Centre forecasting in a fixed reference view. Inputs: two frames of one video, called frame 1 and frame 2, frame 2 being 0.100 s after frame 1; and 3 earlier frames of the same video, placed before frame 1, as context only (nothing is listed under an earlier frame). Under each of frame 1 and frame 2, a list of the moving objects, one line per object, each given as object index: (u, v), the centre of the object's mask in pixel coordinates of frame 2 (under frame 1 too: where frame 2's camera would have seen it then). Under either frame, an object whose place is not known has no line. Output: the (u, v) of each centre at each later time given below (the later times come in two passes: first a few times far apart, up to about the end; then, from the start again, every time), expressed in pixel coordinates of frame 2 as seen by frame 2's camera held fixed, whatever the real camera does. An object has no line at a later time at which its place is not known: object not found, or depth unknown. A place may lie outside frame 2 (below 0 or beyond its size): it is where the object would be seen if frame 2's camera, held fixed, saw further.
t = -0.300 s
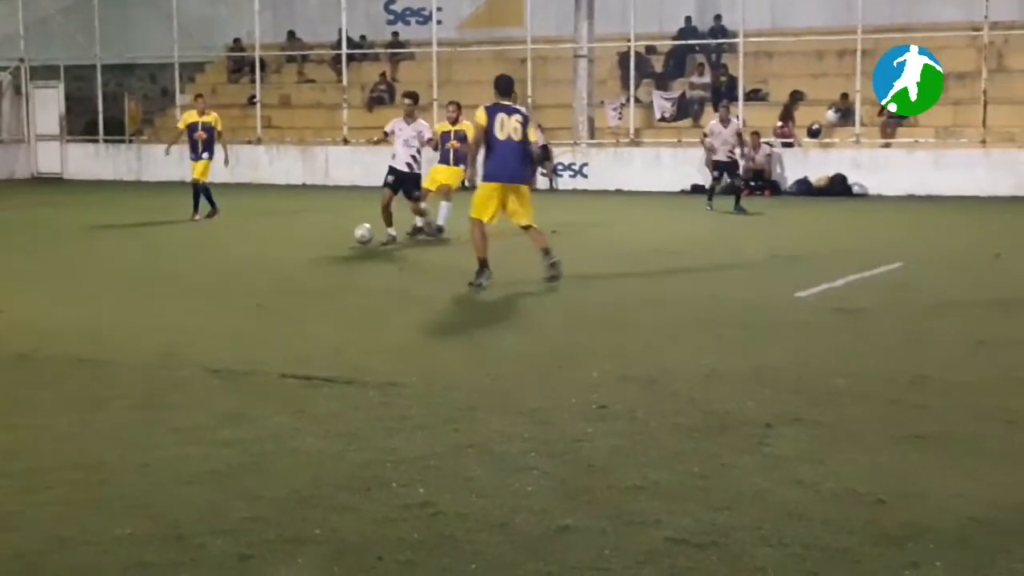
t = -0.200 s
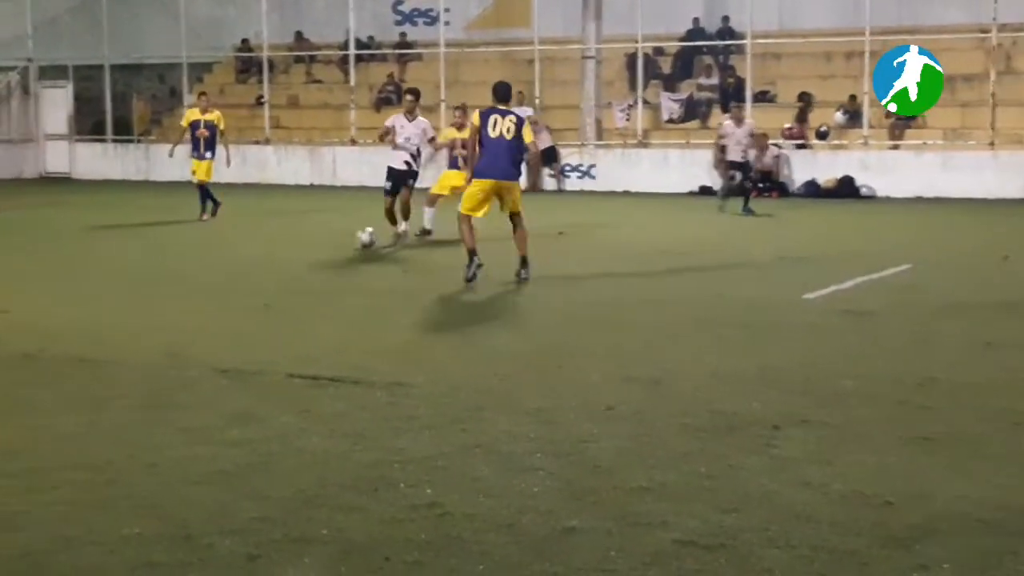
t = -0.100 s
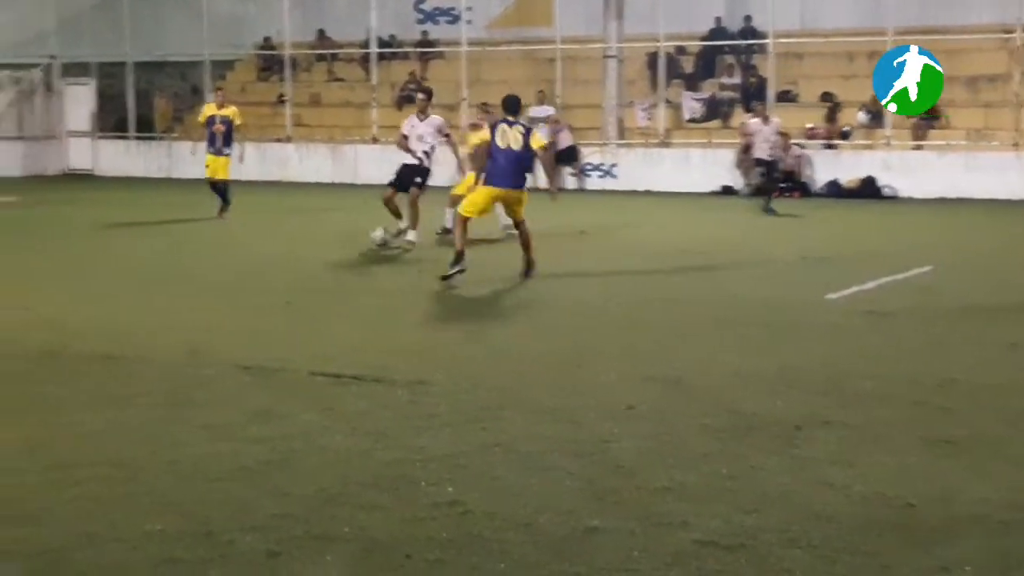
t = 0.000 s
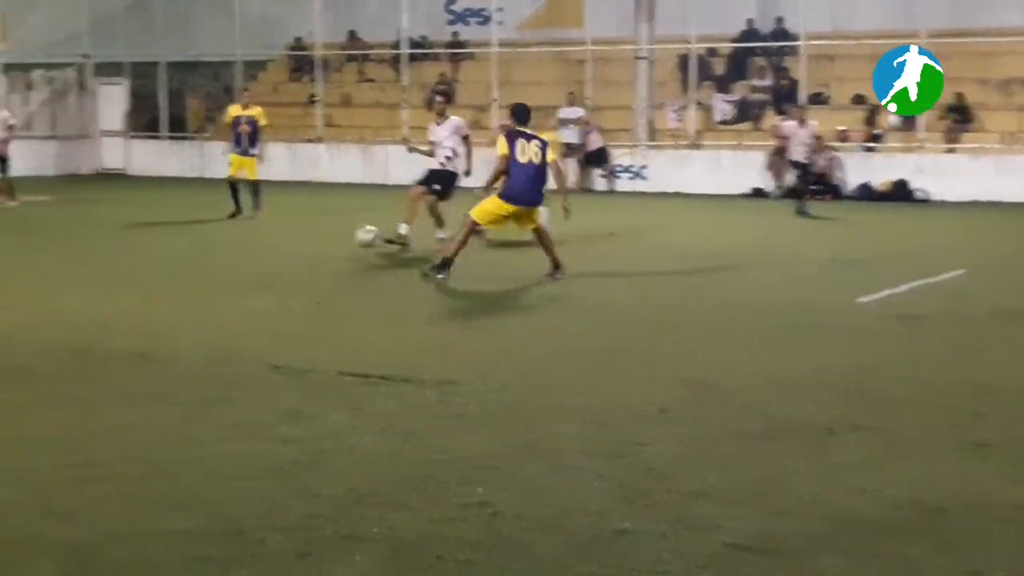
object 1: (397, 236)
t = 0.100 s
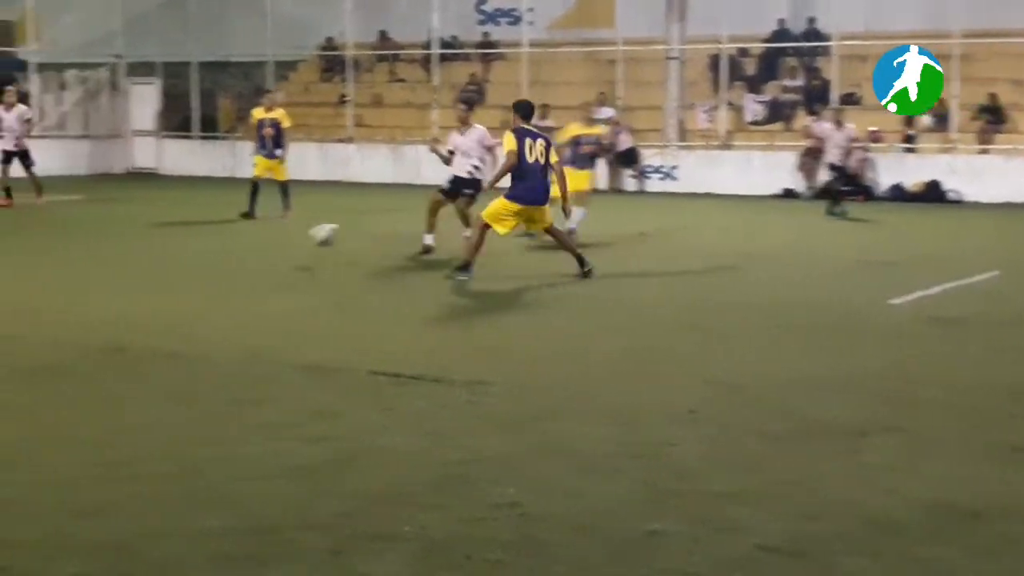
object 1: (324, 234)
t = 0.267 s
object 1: (179, 262)
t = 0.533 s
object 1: (-78, 281)
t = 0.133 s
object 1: (297, 237)
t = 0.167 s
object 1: (270, 241)
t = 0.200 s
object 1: (241, 246)
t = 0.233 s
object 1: (211, 254)
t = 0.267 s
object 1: (179, 262)
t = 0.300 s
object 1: (145, 274)
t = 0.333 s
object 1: (114, 275)
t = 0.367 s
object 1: (85, 270)
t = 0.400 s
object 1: (56, 269)
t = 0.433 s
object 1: (24, 270)
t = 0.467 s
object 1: (-7, 272)
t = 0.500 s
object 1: (-42, 275)
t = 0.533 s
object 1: (-78, 281)
